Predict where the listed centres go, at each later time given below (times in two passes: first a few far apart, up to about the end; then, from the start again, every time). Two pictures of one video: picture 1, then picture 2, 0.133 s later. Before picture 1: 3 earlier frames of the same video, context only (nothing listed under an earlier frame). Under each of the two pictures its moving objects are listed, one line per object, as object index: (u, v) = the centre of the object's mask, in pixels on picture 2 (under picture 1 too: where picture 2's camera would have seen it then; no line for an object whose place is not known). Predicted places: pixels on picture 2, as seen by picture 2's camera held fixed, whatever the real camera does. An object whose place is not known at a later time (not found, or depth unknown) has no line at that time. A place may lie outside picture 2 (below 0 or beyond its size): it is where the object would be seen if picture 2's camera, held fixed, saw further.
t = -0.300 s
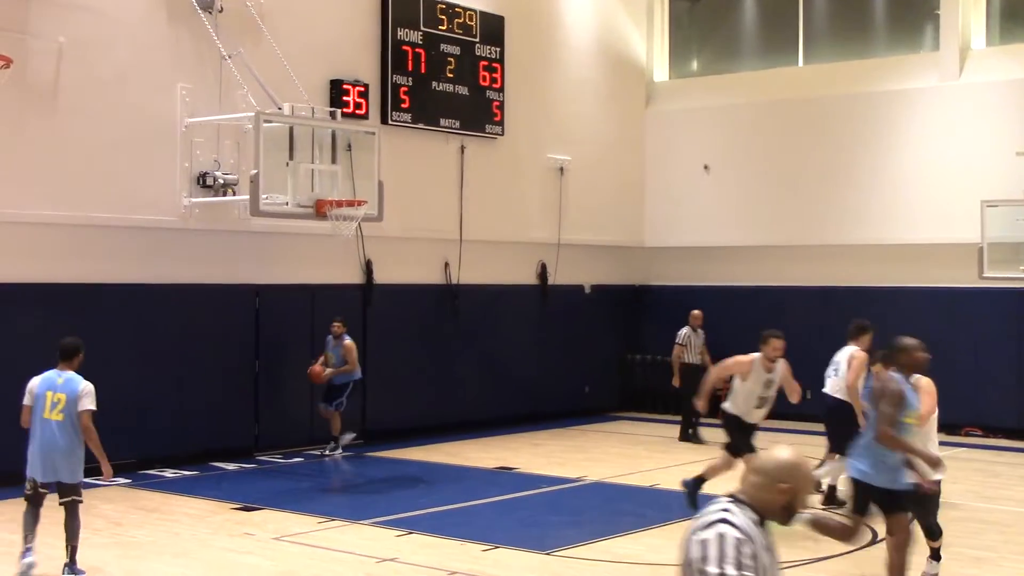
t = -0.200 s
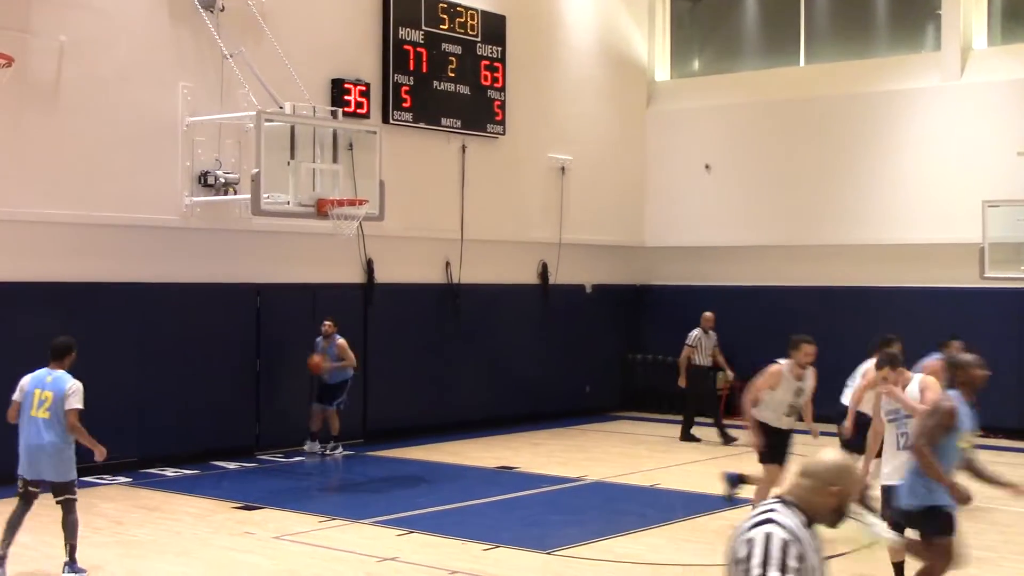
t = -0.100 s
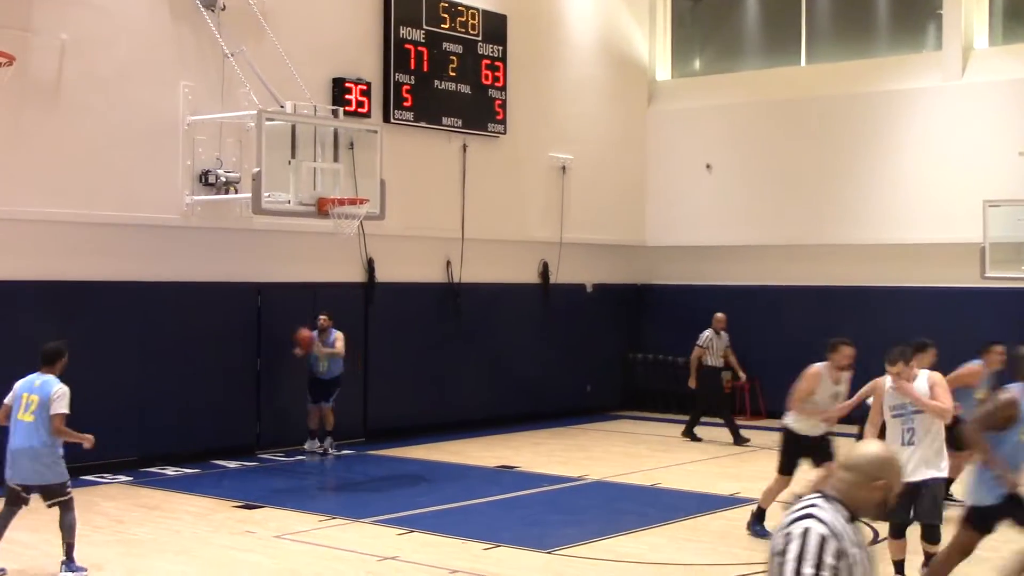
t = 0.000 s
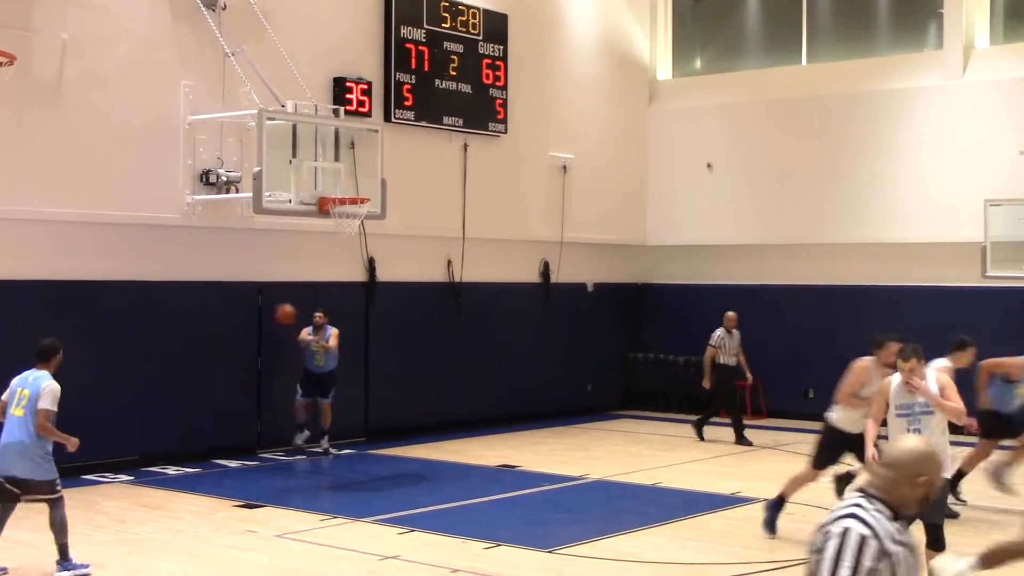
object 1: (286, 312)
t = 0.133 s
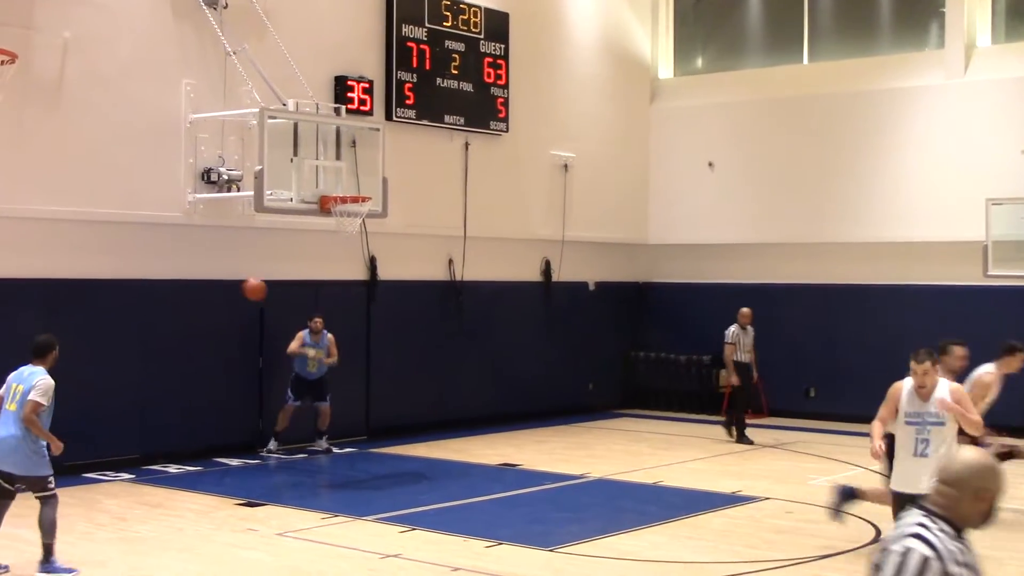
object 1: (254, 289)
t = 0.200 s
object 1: (237, 283)
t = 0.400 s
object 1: (171, 285)
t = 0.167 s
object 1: (246, 286)
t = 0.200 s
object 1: (237, 283)
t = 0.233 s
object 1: (227, 281)
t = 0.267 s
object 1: (217, 280)
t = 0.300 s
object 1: (207, 279)
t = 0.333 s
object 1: (195, 280)
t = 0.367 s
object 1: (184, 282)
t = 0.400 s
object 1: (171, 285)
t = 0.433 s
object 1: (159, 289)
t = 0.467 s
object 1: (146, 294)
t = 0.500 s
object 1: (131, 302)
